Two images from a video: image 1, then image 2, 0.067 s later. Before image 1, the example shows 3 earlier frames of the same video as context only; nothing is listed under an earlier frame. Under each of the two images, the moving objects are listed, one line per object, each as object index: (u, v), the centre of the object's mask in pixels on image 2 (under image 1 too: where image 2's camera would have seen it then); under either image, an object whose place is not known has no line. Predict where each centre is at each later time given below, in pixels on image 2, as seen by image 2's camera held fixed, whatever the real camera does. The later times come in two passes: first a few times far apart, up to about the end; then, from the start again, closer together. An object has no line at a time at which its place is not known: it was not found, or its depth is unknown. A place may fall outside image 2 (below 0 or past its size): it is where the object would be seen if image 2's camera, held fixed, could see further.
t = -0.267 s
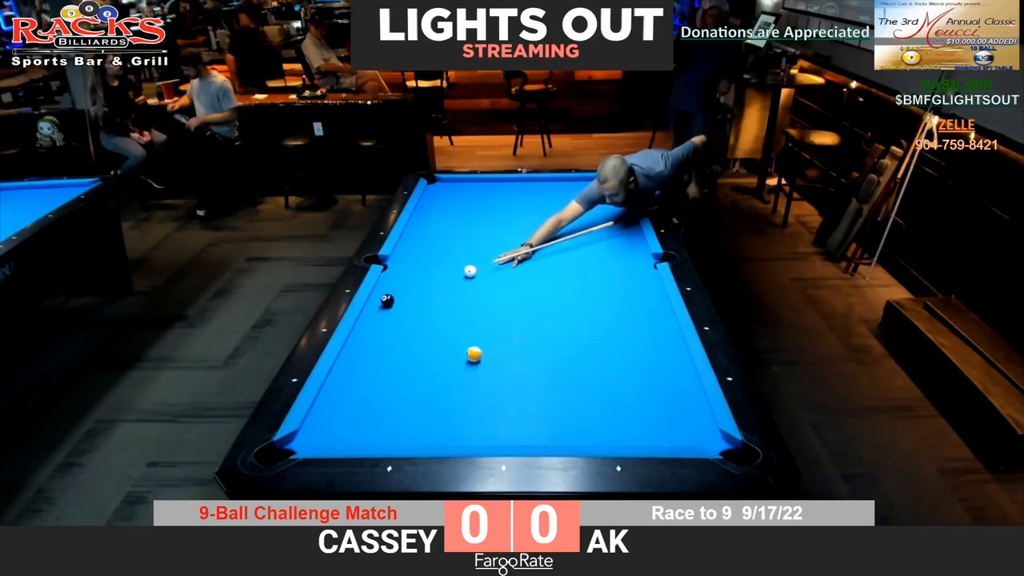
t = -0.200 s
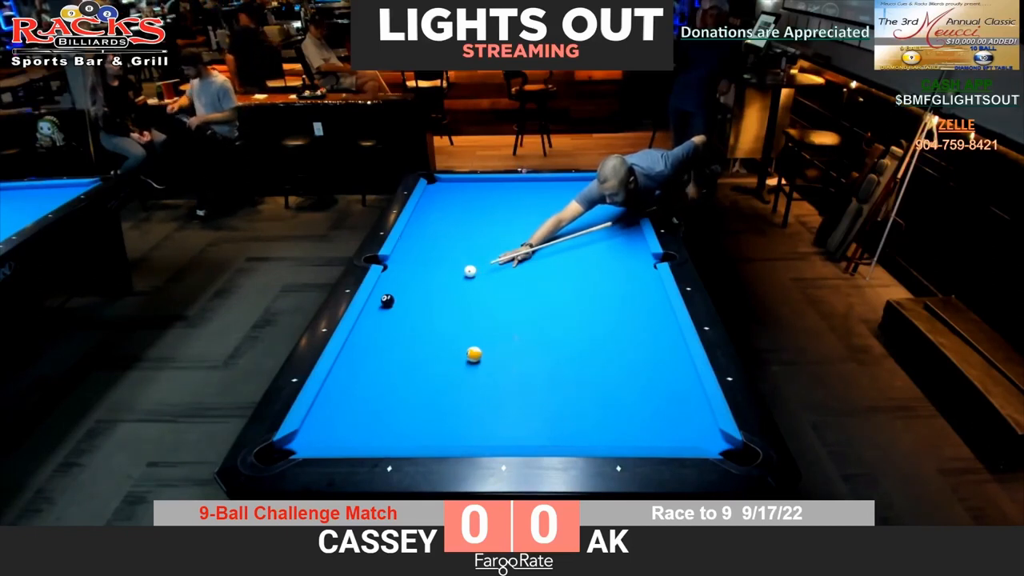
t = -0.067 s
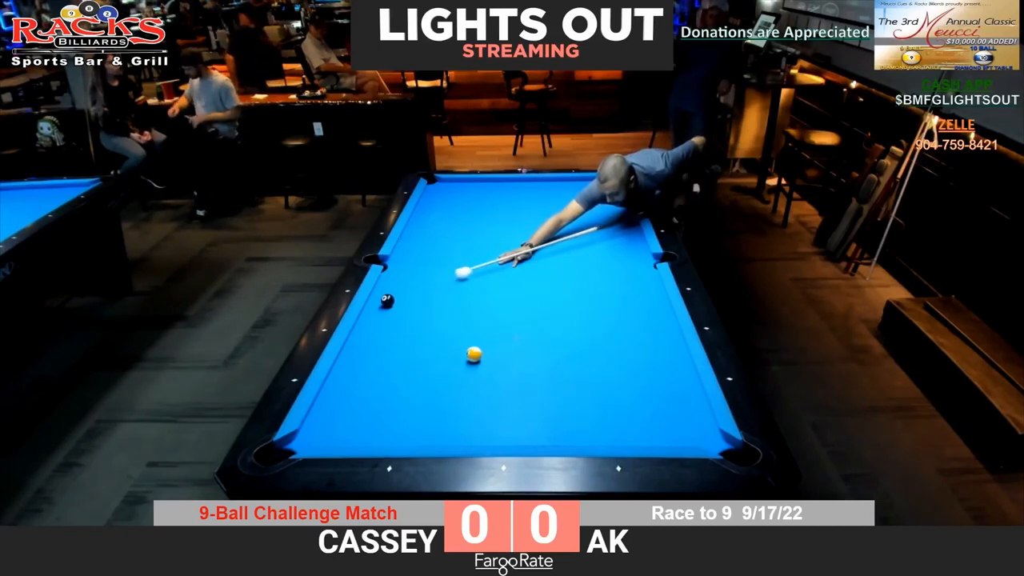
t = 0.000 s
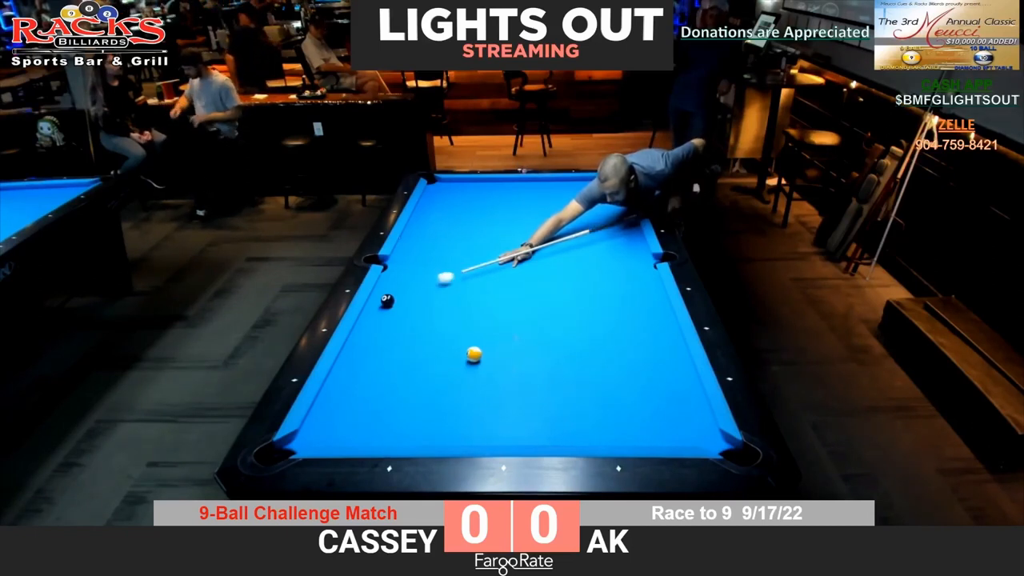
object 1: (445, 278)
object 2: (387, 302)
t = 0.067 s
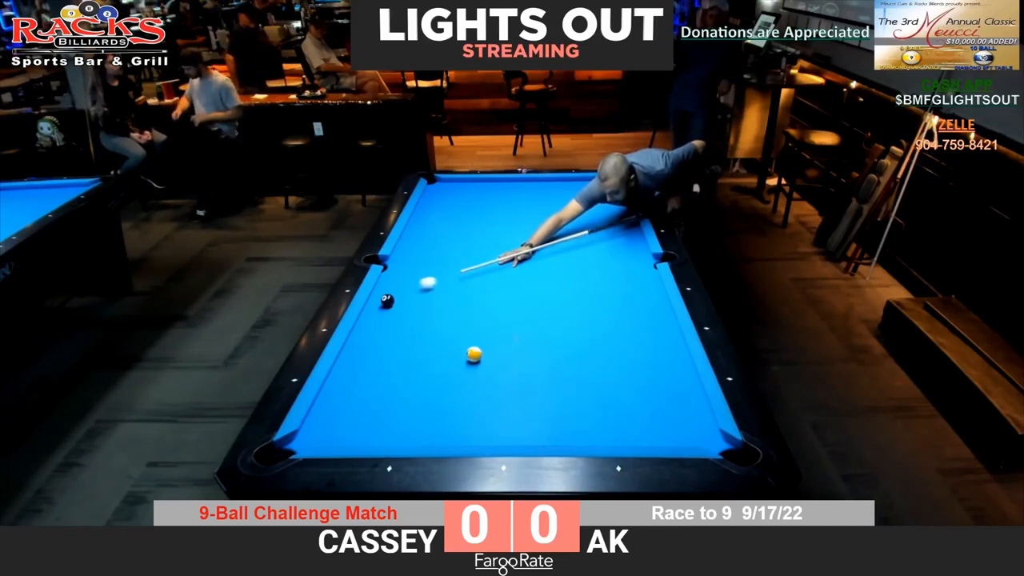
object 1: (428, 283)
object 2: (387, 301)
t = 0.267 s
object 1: (377, 295)
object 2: (384, 307)
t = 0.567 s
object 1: (422, 295)
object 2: (373, 324)
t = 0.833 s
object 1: (460, 296)
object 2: (362, 342)
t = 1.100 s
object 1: (497, 296)
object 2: (352, 360)
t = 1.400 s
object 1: (537, 297)
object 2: (340, 379)
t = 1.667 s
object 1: (571, 298)
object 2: (329, 398)
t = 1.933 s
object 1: (604, 298)
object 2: (318, 417)
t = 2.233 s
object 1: (640, 299)
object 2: (306, 438)
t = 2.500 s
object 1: (656, 299)
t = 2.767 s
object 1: (638, 300)
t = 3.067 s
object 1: (619, 300)
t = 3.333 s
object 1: (604, 301)
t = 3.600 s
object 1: (590, 301)
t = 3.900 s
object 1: (577, 301)
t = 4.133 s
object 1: (568, 301)
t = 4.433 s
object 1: (558, 302)
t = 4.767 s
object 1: (549, 303)
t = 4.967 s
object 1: (545, 303)
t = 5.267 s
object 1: (541, 303)
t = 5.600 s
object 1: (538, 303)
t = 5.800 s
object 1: (537, 303)
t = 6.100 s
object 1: (537, 303)
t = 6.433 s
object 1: (537, 303)
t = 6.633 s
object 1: (537, 303)
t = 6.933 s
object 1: (537, 303)
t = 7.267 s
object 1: (537, 303)
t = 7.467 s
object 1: (537, 303)
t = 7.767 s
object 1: (537, 303)
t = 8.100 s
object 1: (537, 303)
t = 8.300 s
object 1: (537, 303)
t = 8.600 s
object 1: (537, 303)
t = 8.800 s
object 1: (537, 303)
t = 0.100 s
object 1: (419, 286)
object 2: (387, 302)
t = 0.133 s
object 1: (409, 288)
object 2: (387, 301)
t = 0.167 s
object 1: (400, 291)
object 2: (386, 302)
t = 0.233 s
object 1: (383, 293)
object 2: (385, 305)
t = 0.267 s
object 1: (377, 295)
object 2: (384, 307)
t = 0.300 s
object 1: (381, 294)
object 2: (383, 308)
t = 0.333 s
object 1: (387, 294)
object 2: (381, 310)
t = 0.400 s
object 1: (397, 295)
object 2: (379, 315)
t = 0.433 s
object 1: (402, 295)
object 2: (378, 317)
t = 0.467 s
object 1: (407, 295)
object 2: (376, 319)
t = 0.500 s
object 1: (412, 295)
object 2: (375, 321)
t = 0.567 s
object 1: (422, 295)
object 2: (373, 324)
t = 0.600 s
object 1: (426, 295)
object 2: (372, 327)
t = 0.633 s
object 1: (431, 295)
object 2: (370, 329)
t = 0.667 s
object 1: (436, 295)
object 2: (369, 331)
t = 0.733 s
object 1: (446, 295)
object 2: (366, 335)
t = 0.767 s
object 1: (450, 296)
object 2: (365, 337)
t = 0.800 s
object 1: (455, 296)
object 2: (364, 340)
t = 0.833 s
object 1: (460, 296)
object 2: (362, 342)
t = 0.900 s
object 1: (469, 296)
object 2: (360, 346)
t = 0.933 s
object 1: (474, 296)
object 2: (359, 348)
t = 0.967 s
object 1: (478, 296)
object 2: (357, 350)
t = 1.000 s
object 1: (483, 296)
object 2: (356, 353)
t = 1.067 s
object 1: (492, 296)
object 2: (353, 357)
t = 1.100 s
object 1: (497, 296)
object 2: (352, 360)
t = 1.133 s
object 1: (501, 296)
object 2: (351, 361)
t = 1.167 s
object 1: (506, 296)
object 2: (349, 363)
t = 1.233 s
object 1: (515, 296)
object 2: (347, 368)
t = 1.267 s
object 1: (519, 297)
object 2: (345, 371)
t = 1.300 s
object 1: (524, 297)
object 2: (344, 373)
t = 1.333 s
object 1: (528, 297)
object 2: (343, 375)
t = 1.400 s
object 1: (537, 297)
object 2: (340, 379)
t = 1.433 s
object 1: (541, 297)
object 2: (339, 382)
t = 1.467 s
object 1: (545, 297)
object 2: (337, 384)
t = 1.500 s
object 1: (550, 297)
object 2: (336, 387)
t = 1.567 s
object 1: (558, 298)
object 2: (333, 392)
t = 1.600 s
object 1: (563, 298)
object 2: (332, 393)
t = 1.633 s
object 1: (567, 298)
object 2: (330, 395)
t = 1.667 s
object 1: (571, 298)
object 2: (329, 398)
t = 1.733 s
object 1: (580, 298)
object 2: (326, 403)
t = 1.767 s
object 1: (584, 298)
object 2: (325, 406)
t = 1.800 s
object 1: (588, 298)
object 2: (323, 408)
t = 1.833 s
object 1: (592, 298)
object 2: (322, 410)
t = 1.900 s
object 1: (600, 298)
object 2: (319, 414)
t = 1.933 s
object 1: (604, 298)
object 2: (318, 417)
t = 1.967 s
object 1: (608, 298)
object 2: (317, 419)
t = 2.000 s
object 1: (612, 298)
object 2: (315, 422)
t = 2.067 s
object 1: (620, 299)
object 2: (313, 426)
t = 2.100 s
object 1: (624, 299)
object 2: (312, 429)
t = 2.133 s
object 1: (628, 299)
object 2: (311, 431)
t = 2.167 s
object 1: (632, 299)
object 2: (309, 433)
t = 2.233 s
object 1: (640, 299)
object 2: (306, 438)
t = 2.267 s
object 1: (644, 299)
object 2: (306, 439)
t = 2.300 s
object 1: (647, 299)
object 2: (304, 440)
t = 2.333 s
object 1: (651, 299)
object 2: (304, 442)
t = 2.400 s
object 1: (659, 299)
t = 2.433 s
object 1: (661, 299)
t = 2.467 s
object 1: (659, 299)
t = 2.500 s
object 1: (656, 299)
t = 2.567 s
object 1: (651, 299)
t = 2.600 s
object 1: (649, 299)
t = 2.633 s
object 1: (647, 299)
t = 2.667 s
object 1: (644, 300)
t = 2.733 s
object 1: (640, 300)
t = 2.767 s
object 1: (638, 300)
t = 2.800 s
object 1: (636, 300)
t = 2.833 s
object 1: (633, 300)
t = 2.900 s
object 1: (629, 300)
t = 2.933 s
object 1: (627, 300)
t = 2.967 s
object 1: (625, 300)
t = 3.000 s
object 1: (623, 300)
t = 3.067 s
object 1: (619, 300)
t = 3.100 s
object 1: (617, 301)
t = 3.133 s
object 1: (615, 301)
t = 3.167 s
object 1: (613, 301)
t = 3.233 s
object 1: (609, 301)
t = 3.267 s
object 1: (607, 301)
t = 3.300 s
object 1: (606, 301)
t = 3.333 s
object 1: (604, 301)
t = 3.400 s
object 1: (600, 301)
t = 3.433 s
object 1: (599, 301)
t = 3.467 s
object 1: (597, 301)
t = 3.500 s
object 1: (595, 301)
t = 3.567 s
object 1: (592, 301)
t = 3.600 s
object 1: (590, 301)
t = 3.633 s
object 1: (588, 301)
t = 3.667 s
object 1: (587, 301)
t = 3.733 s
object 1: (584, 301)
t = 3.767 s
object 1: (583, 301)
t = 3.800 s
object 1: (581, 301)
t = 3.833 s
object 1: (580, 301)
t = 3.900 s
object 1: (577, 301)
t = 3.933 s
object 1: (575, 301)
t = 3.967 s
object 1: (574, 301)
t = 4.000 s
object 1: (573, 301)
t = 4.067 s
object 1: (570, 301)
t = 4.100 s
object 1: (569, 301)
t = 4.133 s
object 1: (568, 301)
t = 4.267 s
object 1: (563, 302)
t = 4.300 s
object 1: (562, 302)
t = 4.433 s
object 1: (558, 302)
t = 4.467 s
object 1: (557, 302)
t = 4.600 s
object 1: (553, 302)
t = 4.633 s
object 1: (552, 302)
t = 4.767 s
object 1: (549, 303)
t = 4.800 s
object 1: (548, 303)
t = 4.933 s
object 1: (546, 303)
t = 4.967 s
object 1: (545, 303)
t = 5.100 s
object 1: (543, 303)
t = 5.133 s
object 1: (542, 303)
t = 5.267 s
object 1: (541, 303)
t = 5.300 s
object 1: (540, 303)
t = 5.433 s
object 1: (539, 303)
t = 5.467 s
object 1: (539, 303)
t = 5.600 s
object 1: (538, 303)
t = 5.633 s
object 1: (537, 303)
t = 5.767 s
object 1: (537, 303)
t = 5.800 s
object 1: (537, 303)
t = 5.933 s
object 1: (537, 303)
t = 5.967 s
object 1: (537, 303)
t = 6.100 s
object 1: (537, 303)
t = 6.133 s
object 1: (537, 303)
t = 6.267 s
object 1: (537, 303)
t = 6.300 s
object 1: (537, 303)
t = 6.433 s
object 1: (537, 303)
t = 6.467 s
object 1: (537, 303)
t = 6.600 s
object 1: (537, 303)
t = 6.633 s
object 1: (537, 303)
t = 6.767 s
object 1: (537, 303)
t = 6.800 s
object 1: (537, 303)
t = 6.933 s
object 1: (537, 303)
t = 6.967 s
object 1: (537, 303)
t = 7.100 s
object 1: (537, 303)
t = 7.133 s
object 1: (537, 303)
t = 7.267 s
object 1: (537, 303)
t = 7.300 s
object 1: (537, 303)
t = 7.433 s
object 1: (537, 303)
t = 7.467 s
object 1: (537, 303)
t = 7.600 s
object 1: (537, 303)
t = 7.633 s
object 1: (537, 303)
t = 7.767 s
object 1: (537, 303)
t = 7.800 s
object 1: (537, 303)
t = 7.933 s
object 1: (537, 303)
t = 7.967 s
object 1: (537, 303)
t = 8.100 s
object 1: (537, 303)
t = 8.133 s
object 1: (537, 303)
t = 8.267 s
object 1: (537, 303)
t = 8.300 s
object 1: (537, 303)
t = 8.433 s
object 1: (537, 303)
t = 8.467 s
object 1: (537, 303)
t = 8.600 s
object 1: (537, 303)
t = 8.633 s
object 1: (537, 303)
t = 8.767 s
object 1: (537, 303)
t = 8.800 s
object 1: (537, 303)
